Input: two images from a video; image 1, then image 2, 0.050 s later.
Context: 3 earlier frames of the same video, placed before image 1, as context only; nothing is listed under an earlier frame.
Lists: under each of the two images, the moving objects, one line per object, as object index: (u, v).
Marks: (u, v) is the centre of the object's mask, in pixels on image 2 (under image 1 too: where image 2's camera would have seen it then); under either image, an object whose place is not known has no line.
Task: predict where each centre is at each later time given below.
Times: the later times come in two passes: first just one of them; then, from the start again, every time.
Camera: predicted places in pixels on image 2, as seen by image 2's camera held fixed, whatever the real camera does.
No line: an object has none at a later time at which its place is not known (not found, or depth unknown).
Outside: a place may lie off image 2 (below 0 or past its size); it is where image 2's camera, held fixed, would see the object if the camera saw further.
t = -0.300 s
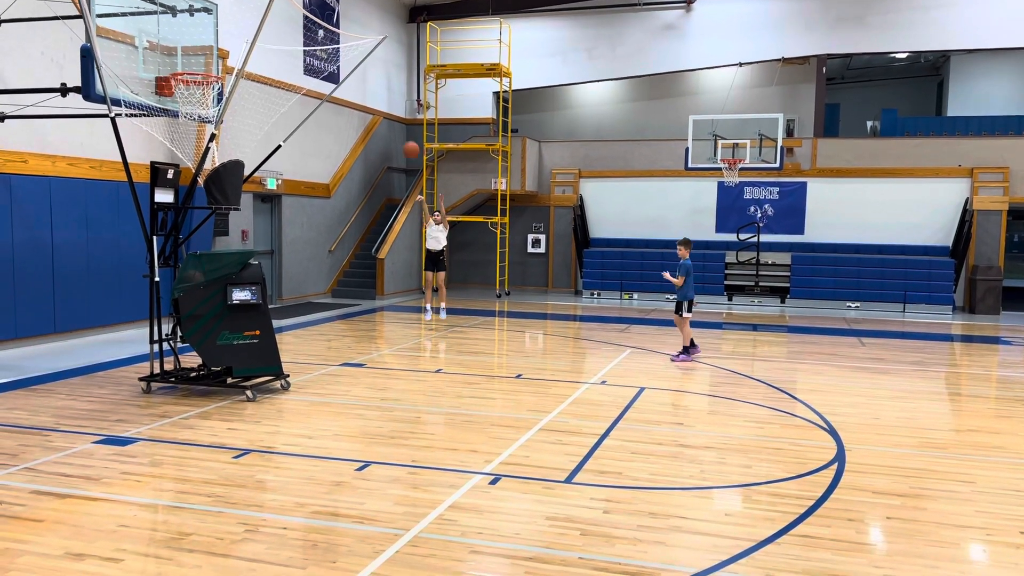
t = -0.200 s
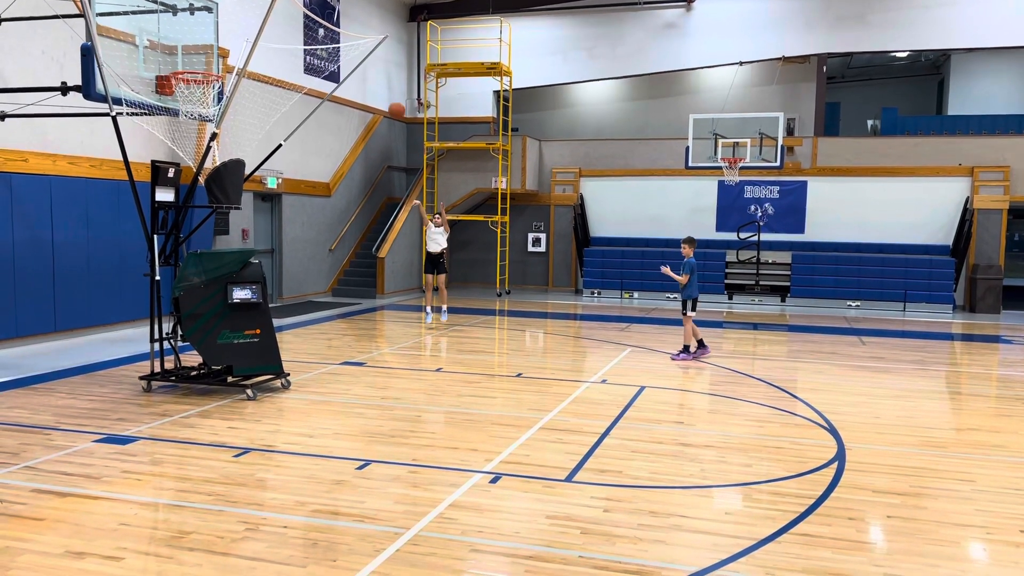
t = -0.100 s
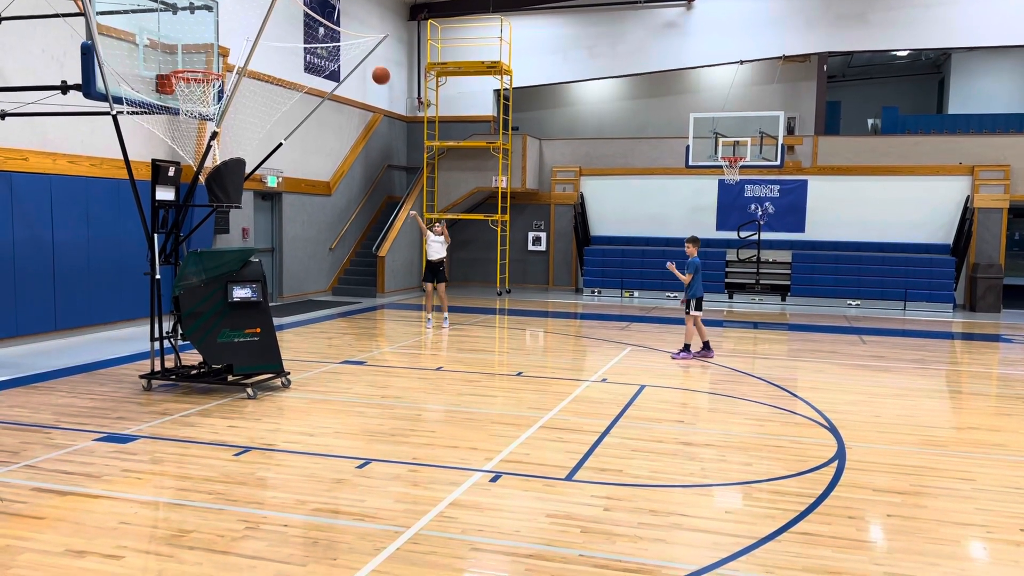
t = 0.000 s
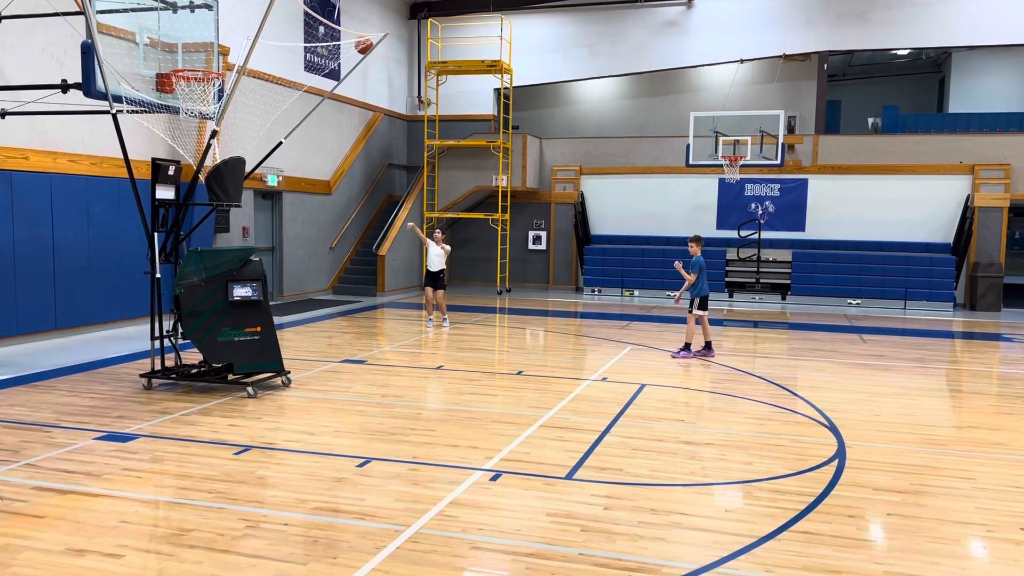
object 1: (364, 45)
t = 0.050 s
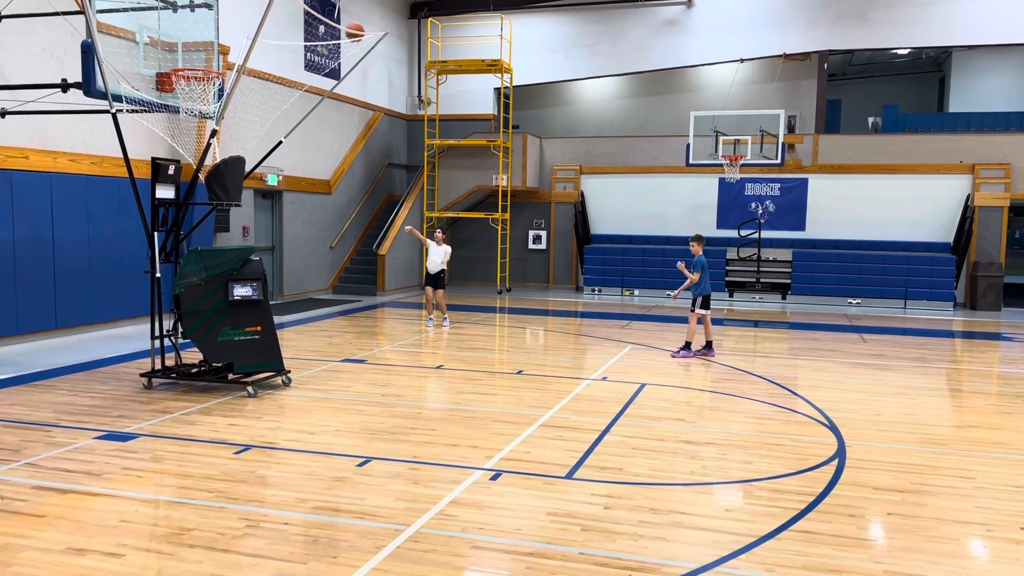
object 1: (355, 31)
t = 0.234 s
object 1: (319, 6)
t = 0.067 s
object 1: (352, 28)
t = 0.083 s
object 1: (349, 25)
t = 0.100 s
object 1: (346, 20)
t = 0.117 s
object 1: (342, 18)
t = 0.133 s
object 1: (339, 15)
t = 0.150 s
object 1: (336, 12)
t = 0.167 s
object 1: (333, 10)
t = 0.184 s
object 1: (329, 8)
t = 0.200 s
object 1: (326, 8)
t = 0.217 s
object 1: (323, 7)
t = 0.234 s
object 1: (319, 6)
